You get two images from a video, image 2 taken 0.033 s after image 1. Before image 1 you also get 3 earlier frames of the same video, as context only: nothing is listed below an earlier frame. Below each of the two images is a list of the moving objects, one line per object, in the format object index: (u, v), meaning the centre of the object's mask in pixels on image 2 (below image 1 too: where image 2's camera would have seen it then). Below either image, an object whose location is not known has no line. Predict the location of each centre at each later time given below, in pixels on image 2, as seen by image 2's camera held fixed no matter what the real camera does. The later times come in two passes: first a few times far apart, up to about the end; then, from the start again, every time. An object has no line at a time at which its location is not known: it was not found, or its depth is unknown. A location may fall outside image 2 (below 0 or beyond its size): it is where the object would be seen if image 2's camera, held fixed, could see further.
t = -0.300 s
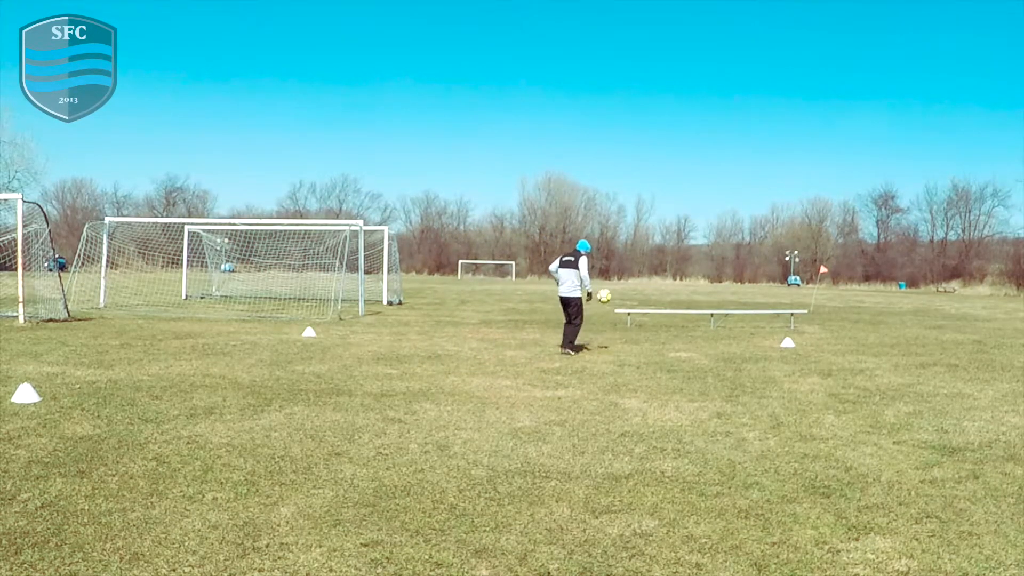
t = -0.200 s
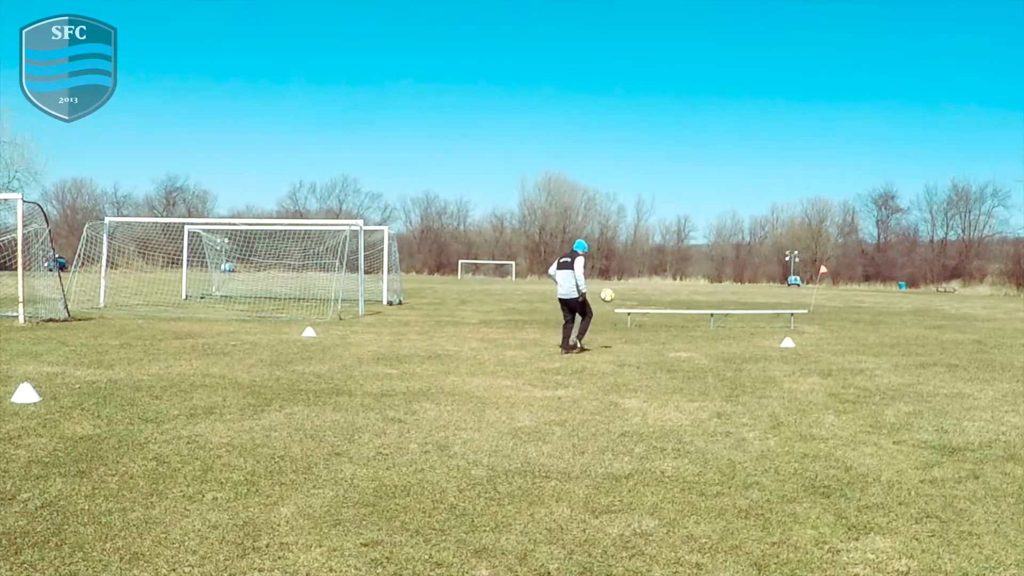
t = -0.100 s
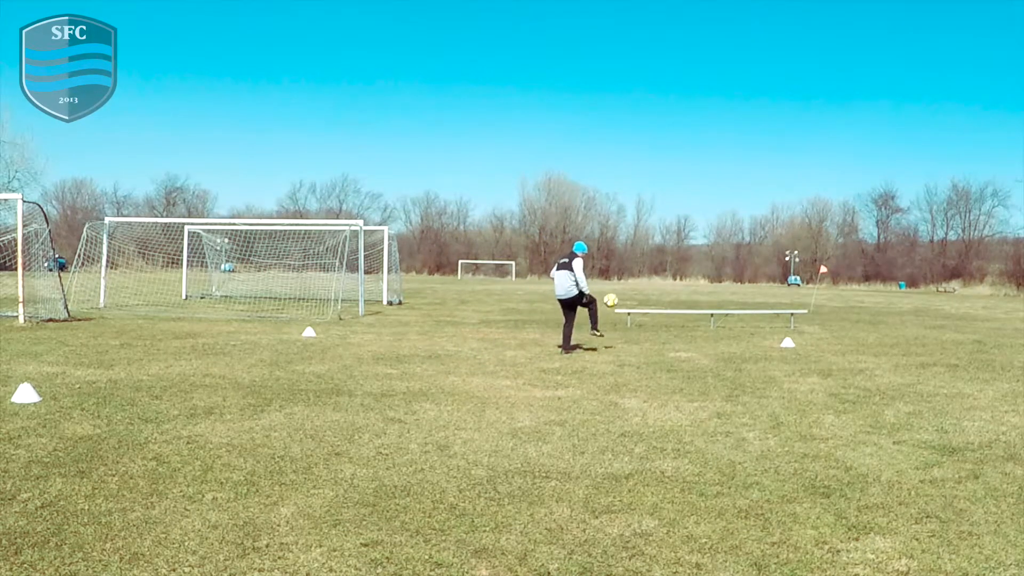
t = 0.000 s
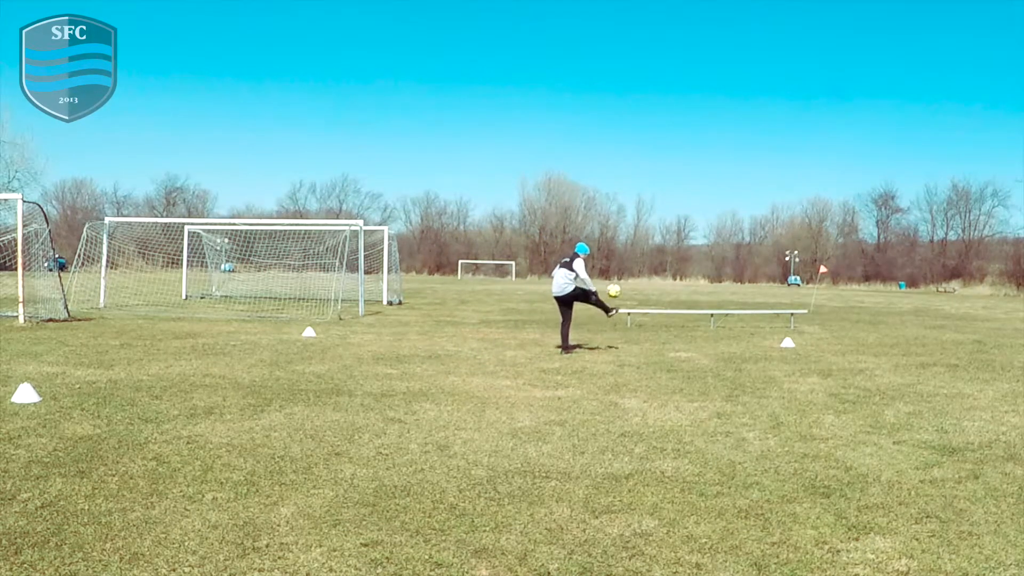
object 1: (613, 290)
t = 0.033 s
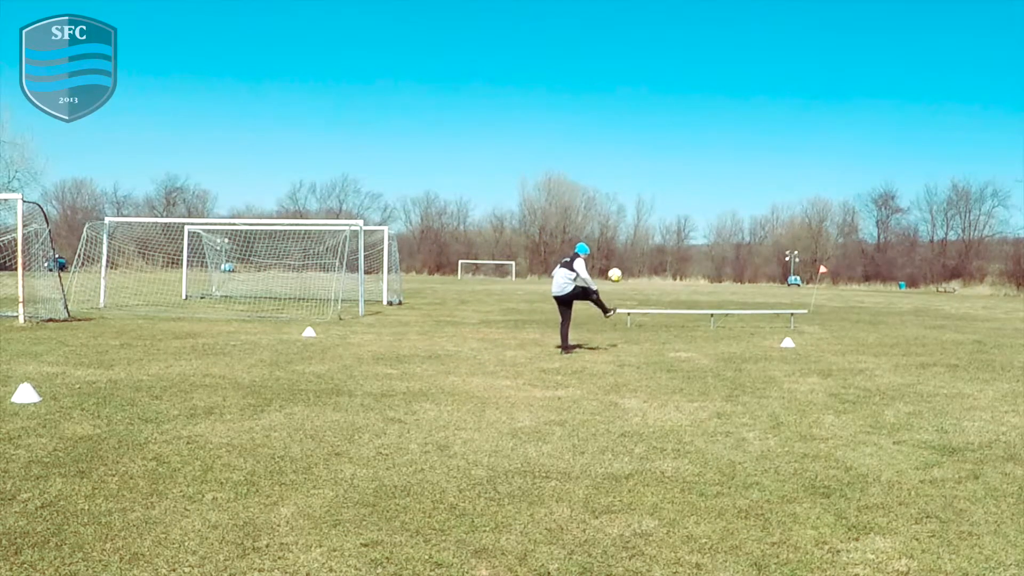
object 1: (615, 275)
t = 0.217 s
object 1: (621, 201)
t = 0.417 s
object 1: (627, 145)
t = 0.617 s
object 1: (635, 115)
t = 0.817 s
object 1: (642, 110)
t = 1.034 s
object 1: (651, 132)
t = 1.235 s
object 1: (660, 178)
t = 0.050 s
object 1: (615, 267)
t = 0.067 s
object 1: (616, 259)
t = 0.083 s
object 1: (616, 252)
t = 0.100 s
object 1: (617, 245)
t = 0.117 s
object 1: (617, 238)
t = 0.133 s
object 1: (618, 232)
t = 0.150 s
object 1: (618, 225)
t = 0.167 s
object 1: (619, 219)
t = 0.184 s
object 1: (619, 213)
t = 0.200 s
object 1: (621, 207)
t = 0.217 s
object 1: (621, 201)
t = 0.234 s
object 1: (621, 196)
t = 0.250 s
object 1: (622, 190)
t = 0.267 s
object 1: (622, 185)
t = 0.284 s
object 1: (623, 180)
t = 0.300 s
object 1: (624, 175)
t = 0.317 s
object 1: (624, 170)
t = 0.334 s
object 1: (625, 165)
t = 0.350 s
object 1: (625, 161)
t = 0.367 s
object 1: (626, 157)
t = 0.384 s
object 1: (626, 153)
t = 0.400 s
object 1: (627, 149)
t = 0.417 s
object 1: (627, 145)
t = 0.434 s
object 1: (628, 142)
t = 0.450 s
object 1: (629, 139)
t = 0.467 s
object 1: (629, 135)
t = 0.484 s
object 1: (630, 132)
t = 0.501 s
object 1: (631, 129)
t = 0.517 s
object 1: (631, 127)
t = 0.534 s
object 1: (632, 124)
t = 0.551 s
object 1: (632, 122)
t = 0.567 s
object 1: (633, 120)
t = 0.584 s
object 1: (634, 118)
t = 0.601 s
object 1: (634, 116)
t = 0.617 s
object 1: (635, 115)
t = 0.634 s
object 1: (636, 113)
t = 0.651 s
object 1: (636, 112)
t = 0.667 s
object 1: (637, 111)
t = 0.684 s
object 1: (637, 110)
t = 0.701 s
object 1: (638, 109)
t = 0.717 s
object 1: (639, 109)
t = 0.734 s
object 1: (639, 109)
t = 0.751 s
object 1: (640, 109)
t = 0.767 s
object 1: (641, 109)
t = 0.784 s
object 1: (641, 109)
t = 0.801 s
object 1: (642, 109)
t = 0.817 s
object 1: (642, 110)
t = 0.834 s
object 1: (643, 111)
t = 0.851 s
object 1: (644, 111)
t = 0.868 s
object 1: (644, 112)
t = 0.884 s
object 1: (645, 113)
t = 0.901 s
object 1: (646, 115)
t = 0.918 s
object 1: (646, 116)
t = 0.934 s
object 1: (647, 118)
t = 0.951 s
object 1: (648, 120)
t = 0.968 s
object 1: (649, 122)
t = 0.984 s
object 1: (649, 124)
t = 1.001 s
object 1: (650, 127)
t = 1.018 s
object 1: (651, 129)
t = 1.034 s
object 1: (651, 132)
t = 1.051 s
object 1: (652, 134)
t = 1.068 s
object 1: (653, 138)
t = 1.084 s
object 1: (653, 141)
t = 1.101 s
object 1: (654, 144)
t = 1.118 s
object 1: (655, 148)
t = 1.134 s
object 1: (656, 152)
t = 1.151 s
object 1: (656, 156)
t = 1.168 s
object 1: (657, 160)
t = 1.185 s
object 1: (658, 164)
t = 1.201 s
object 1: (658, 169)
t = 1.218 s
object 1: (659, 173)
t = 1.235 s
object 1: (660, 178)
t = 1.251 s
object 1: (661, 183)
